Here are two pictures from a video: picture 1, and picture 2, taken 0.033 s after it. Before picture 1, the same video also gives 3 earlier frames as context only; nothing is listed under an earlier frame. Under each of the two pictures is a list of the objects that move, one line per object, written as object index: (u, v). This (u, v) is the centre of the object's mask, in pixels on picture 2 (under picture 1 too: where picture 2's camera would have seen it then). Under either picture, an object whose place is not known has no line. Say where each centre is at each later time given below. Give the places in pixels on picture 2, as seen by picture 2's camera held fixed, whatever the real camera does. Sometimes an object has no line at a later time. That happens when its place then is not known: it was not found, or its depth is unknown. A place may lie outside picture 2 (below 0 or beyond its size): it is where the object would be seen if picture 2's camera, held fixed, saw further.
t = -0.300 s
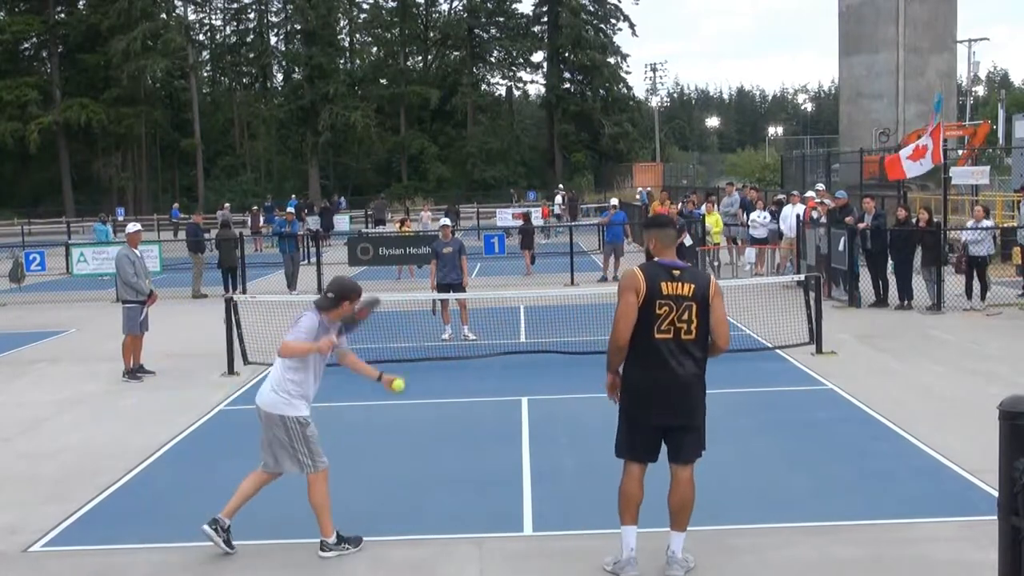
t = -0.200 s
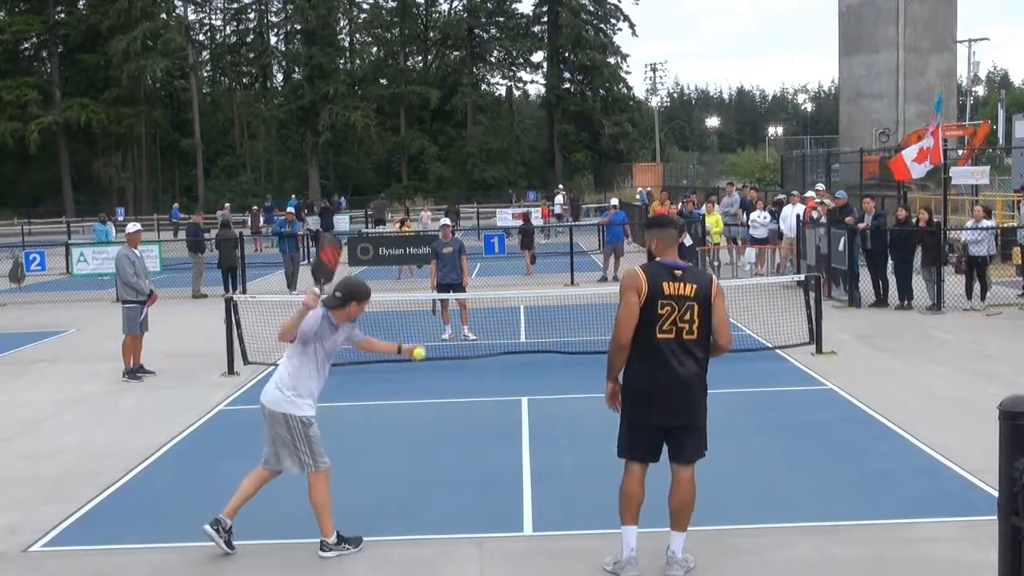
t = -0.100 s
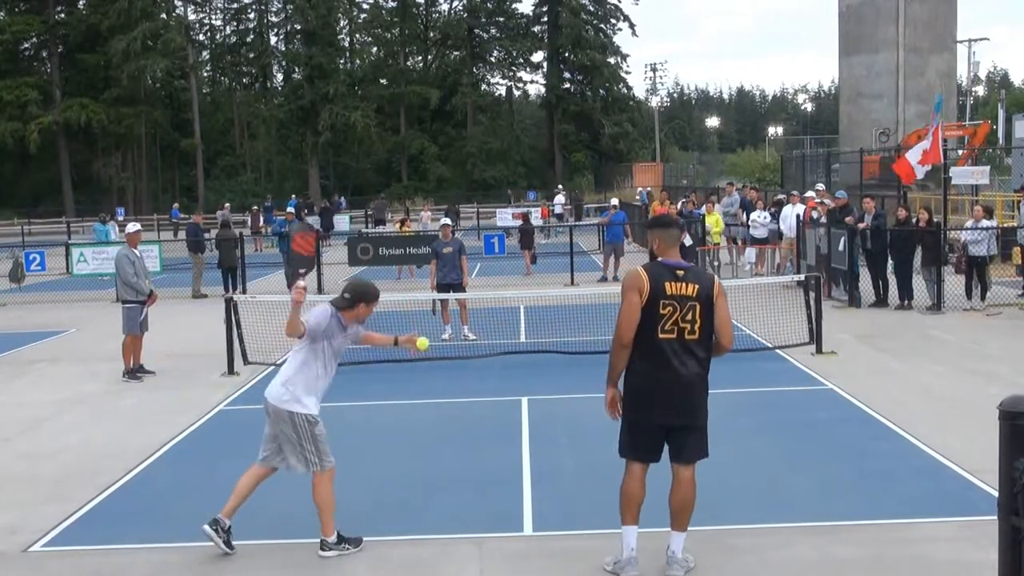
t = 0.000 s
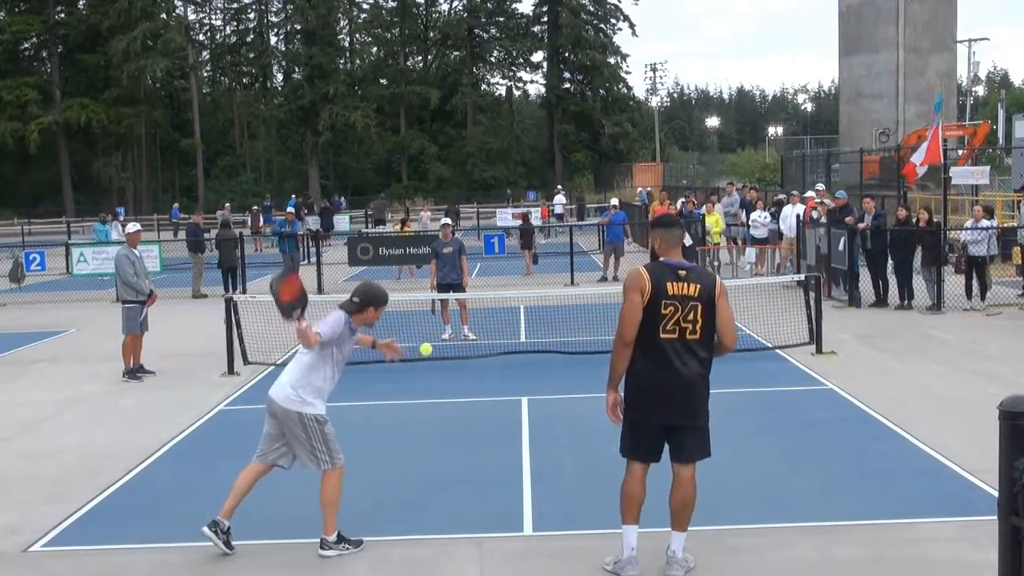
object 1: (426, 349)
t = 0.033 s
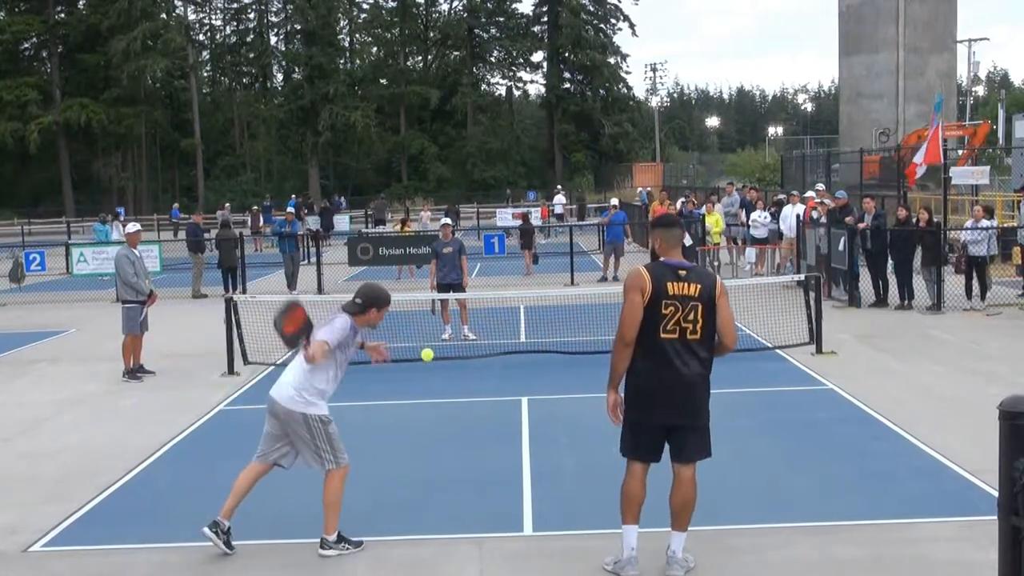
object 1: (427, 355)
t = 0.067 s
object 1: (428, 362)
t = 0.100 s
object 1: (429, 371)
